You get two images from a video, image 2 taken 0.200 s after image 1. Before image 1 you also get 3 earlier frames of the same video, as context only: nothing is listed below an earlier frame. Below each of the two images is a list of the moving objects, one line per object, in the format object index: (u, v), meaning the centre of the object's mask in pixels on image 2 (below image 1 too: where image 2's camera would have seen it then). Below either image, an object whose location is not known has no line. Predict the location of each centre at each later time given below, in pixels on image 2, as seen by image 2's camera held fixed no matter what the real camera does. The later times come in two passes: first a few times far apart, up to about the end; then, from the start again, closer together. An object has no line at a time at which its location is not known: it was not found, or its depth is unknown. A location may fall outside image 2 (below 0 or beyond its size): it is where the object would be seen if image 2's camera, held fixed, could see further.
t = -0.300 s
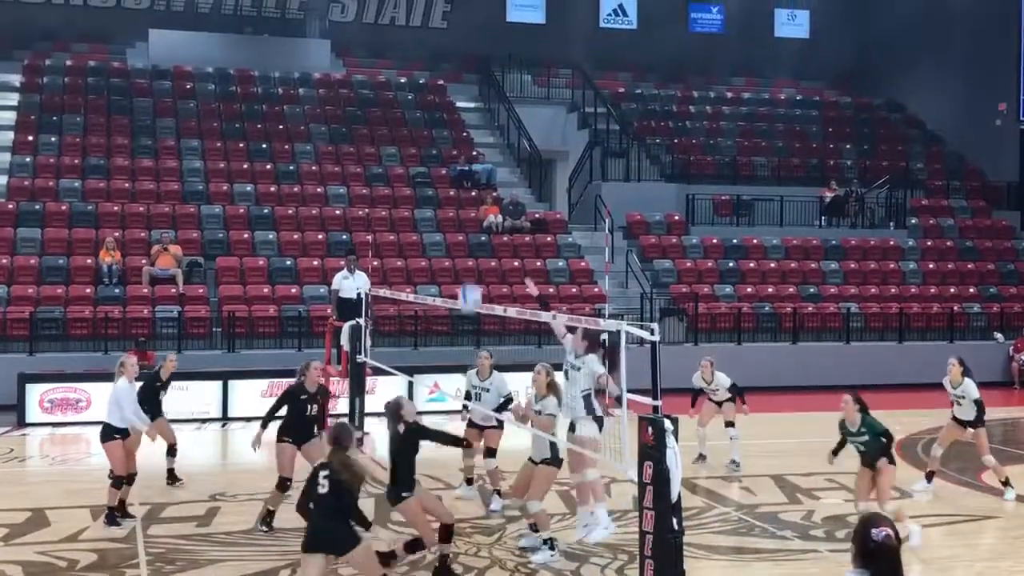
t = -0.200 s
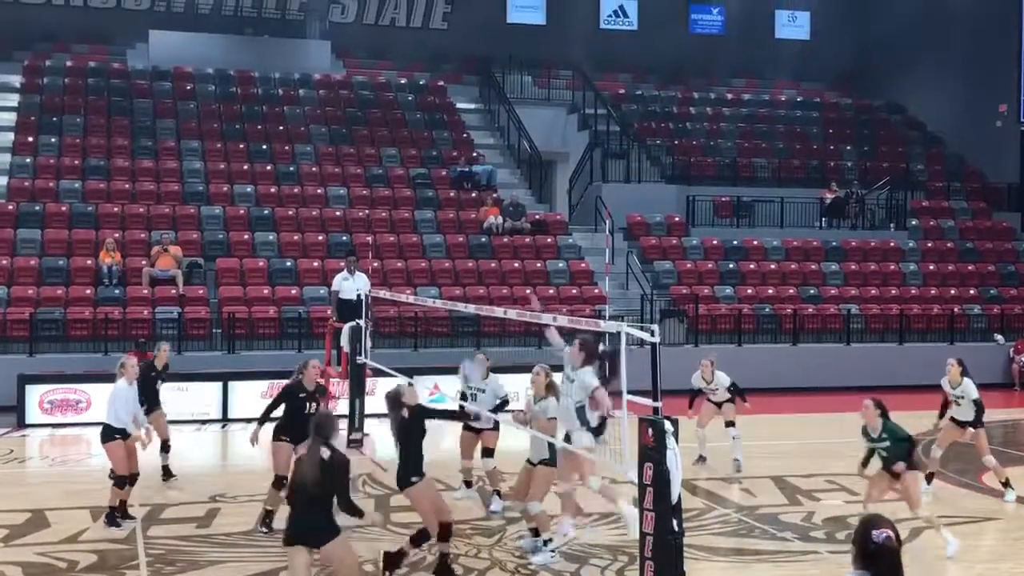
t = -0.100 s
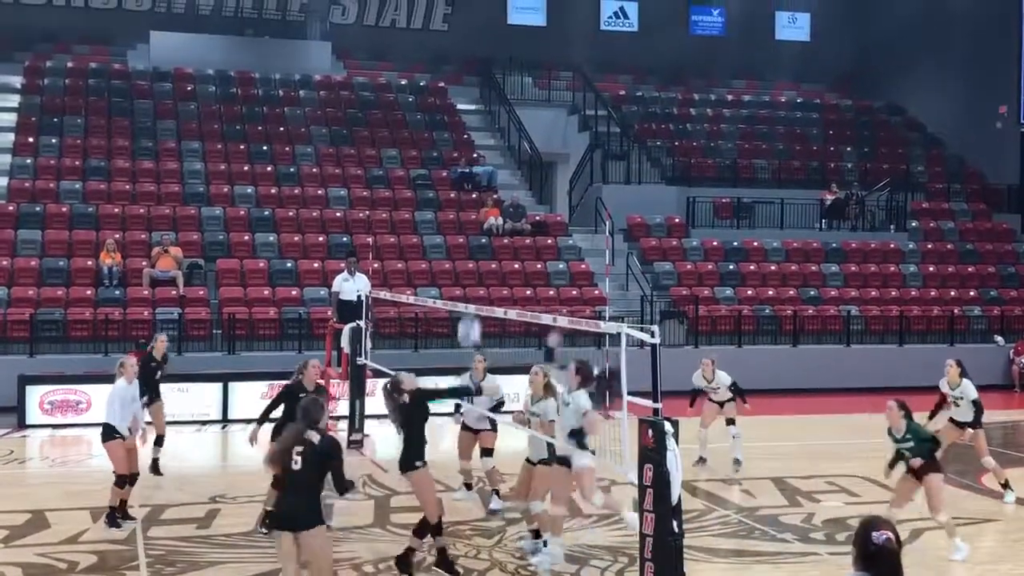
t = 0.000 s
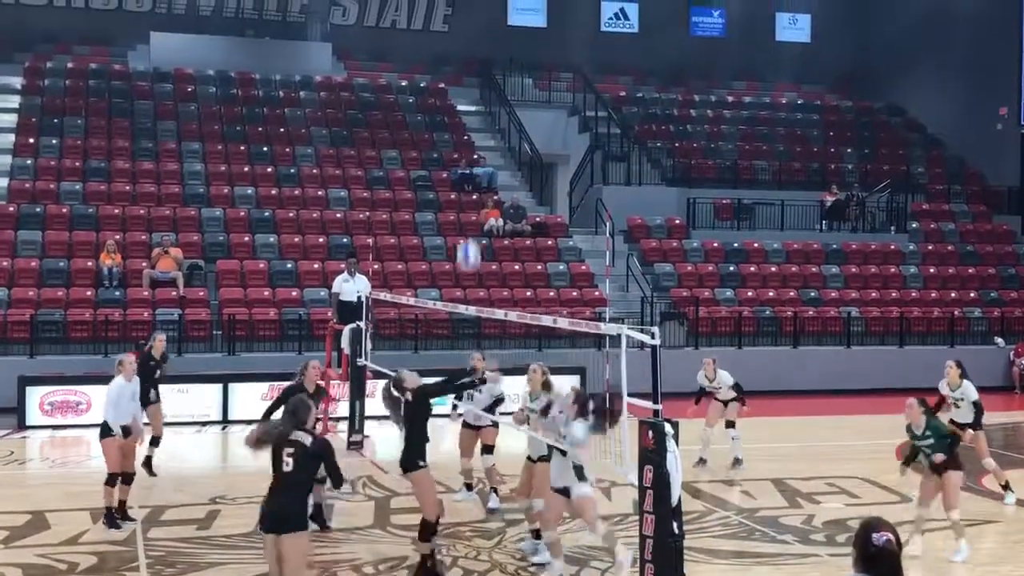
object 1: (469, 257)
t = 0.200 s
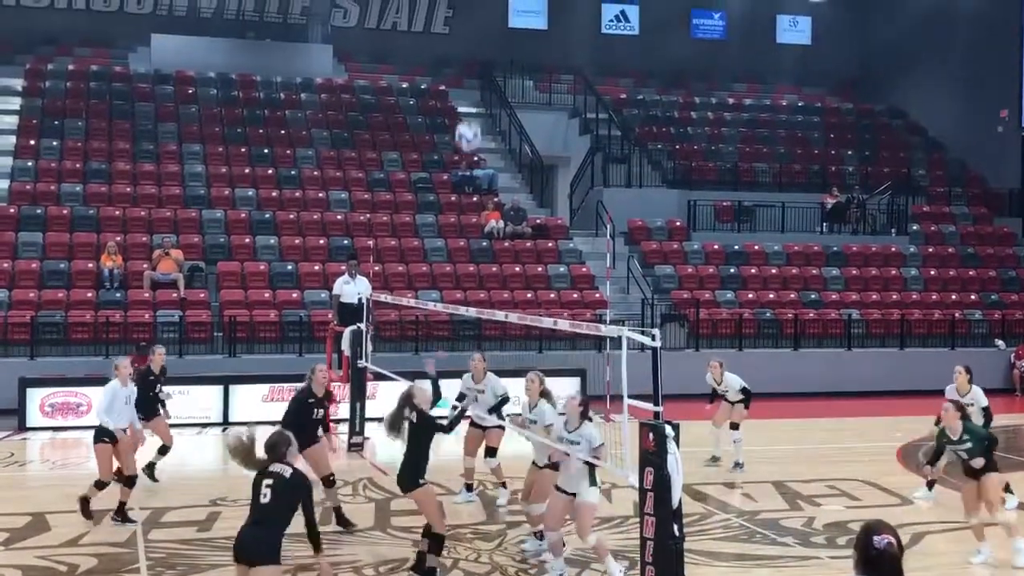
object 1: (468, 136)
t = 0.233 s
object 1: (468, 120)
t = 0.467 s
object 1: (467, 46)
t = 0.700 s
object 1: (465, 38)
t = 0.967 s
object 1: (462, 111)
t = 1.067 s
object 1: (461, 161)
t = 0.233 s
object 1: (468, 120)
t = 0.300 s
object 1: (467, 92)
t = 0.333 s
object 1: (467, 80)
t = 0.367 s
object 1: (467, 70)
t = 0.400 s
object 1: (467, 61)
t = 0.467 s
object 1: (467, 46)
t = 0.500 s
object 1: (466, 41)
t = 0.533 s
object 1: (466, 37)
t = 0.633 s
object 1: (465, 34)
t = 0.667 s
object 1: (465, 35)
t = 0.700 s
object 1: (465, 38)
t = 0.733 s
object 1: (465, 43)
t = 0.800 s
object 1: (464, 55)
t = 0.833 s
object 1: (464, 64)
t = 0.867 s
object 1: (464, 73)
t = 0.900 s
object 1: (463, 84)
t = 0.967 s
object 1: (462, 111)
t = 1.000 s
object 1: (462, 126)
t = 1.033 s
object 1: (461, 143)
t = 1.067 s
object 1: (461, 161)
